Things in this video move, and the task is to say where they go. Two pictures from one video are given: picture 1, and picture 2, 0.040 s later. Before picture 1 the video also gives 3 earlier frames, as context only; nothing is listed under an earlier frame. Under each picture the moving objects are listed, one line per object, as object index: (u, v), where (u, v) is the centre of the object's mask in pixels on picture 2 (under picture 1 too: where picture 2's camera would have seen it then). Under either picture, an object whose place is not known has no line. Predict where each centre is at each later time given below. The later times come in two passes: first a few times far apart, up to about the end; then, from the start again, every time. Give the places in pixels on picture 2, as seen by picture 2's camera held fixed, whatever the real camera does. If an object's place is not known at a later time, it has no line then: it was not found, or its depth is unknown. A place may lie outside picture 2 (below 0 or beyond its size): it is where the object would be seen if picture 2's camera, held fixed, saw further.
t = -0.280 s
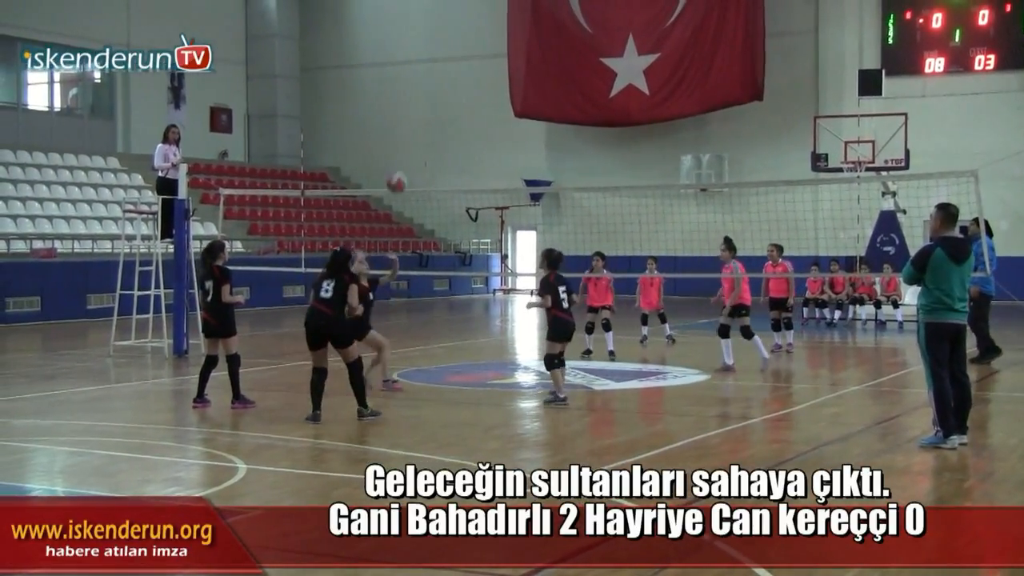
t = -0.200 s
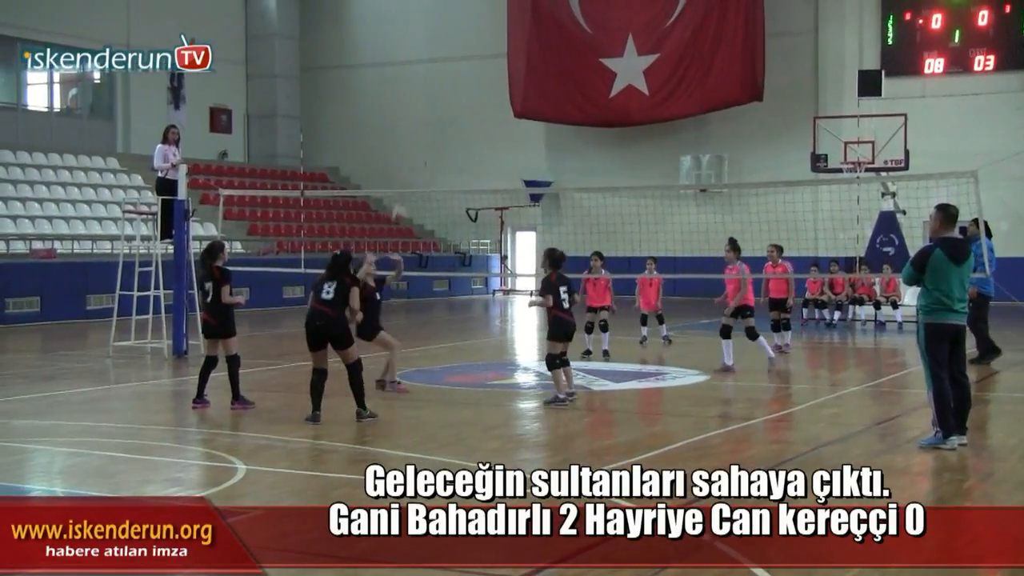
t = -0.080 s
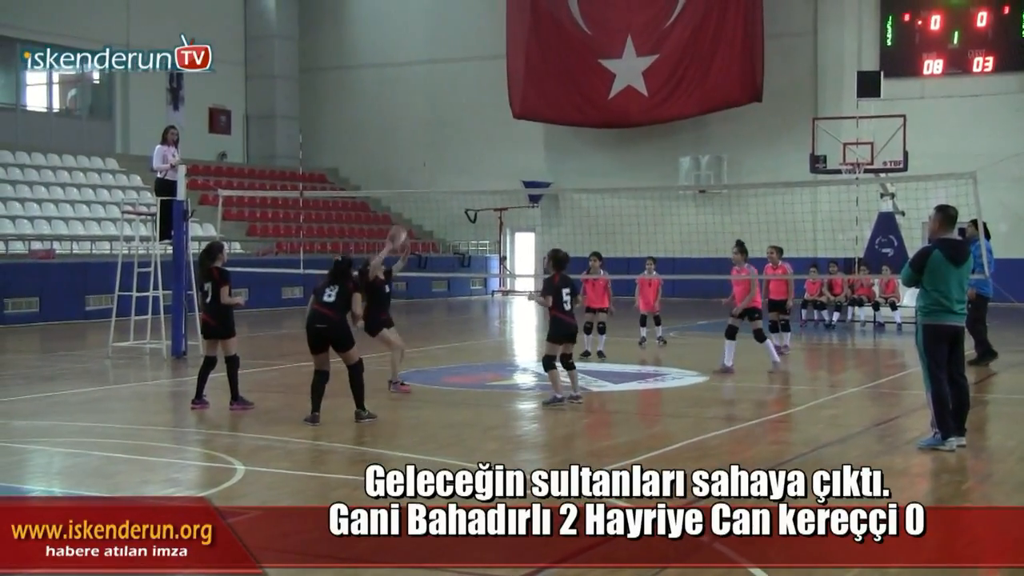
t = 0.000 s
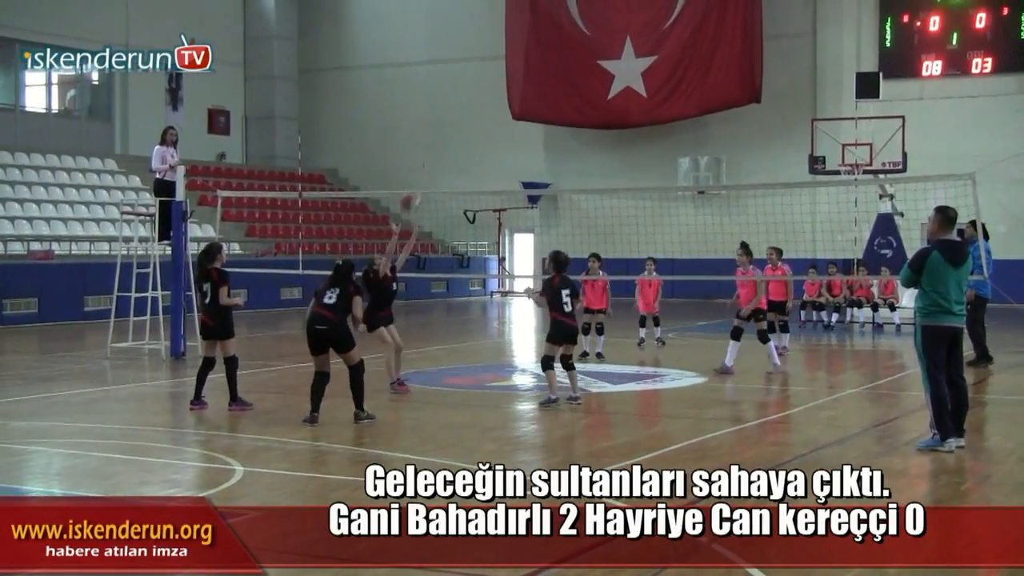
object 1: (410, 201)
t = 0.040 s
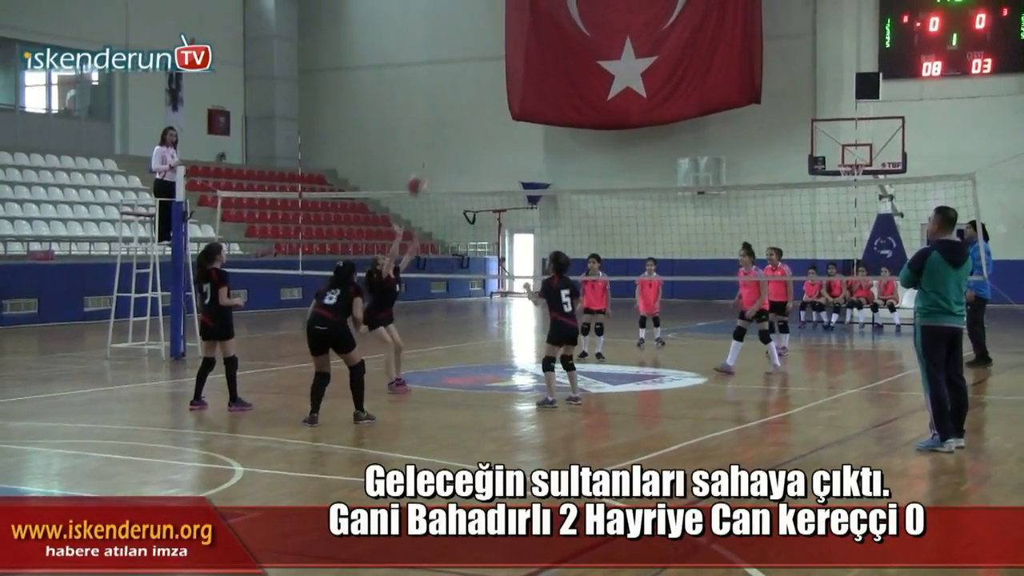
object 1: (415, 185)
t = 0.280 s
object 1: (459, 114)
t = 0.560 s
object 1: (508, 104)
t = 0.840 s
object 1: (561, 171)
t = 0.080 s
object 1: (422, 169)
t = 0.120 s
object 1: (430, 156)
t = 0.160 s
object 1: (438, 143)
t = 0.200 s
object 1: (445, 131)
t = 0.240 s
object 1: (452, 122)
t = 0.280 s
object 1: (459, 114)
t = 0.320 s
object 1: (466, 108)
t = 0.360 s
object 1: (473, 104)
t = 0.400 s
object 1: (480, 101)
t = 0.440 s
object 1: (487, 99)
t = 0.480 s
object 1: (495, 100)
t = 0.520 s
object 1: (502, 102)
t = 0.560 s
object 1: (508, 104)
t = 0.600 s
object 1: (516, 109)
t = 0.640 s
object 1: (523, 114)
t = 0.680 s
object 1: (530, 122)
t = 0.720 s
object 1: (538, 132)
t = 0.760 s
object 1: (545, 144)
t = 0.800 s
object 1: (553, 157)
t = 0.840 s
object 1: (561, 171)
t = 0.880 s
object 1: (567, 189)
